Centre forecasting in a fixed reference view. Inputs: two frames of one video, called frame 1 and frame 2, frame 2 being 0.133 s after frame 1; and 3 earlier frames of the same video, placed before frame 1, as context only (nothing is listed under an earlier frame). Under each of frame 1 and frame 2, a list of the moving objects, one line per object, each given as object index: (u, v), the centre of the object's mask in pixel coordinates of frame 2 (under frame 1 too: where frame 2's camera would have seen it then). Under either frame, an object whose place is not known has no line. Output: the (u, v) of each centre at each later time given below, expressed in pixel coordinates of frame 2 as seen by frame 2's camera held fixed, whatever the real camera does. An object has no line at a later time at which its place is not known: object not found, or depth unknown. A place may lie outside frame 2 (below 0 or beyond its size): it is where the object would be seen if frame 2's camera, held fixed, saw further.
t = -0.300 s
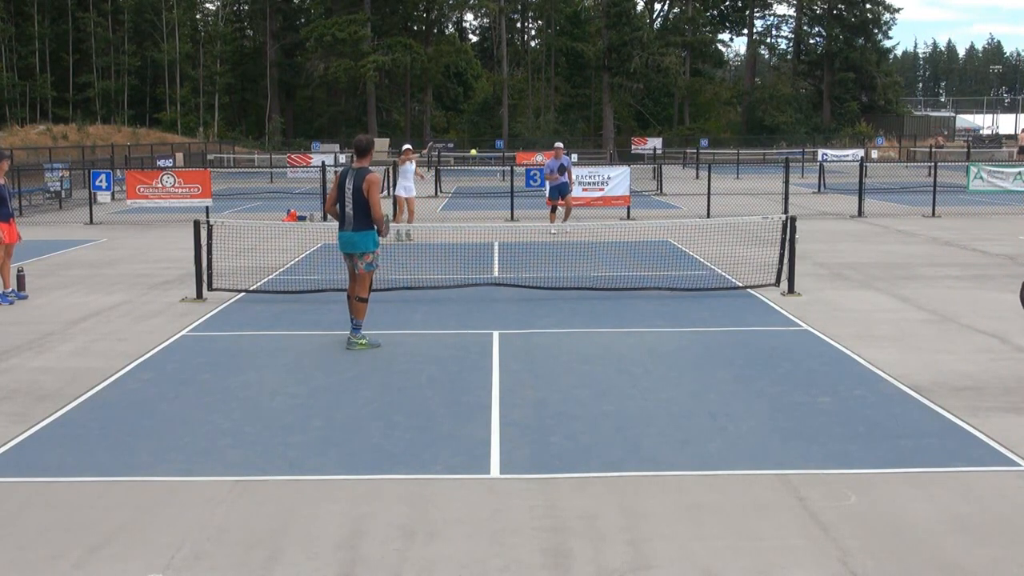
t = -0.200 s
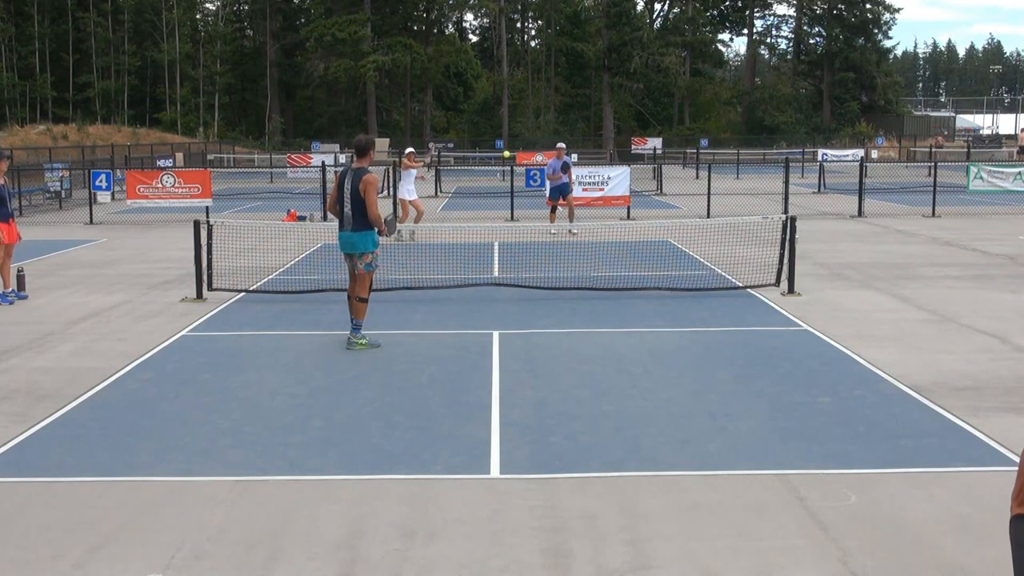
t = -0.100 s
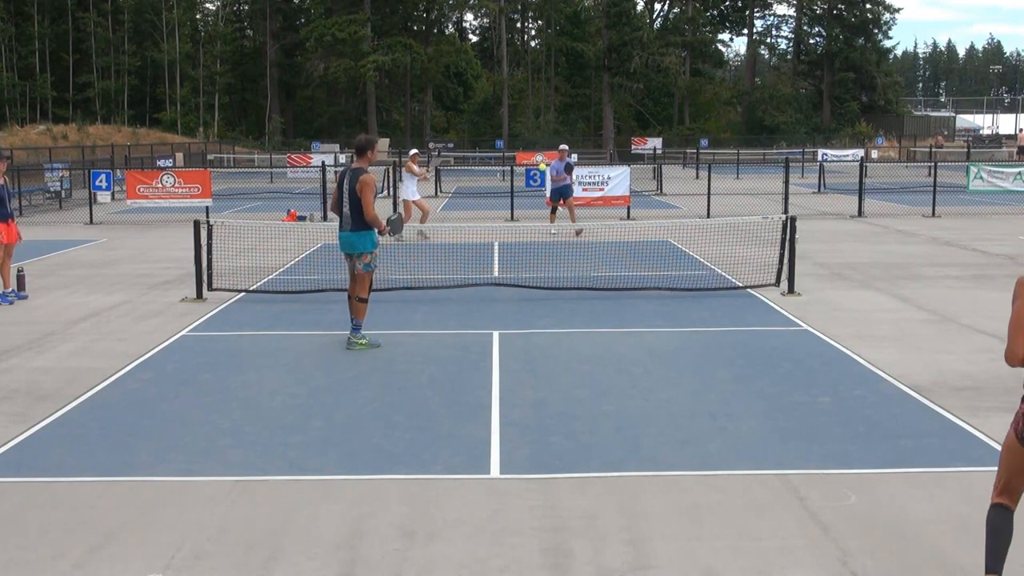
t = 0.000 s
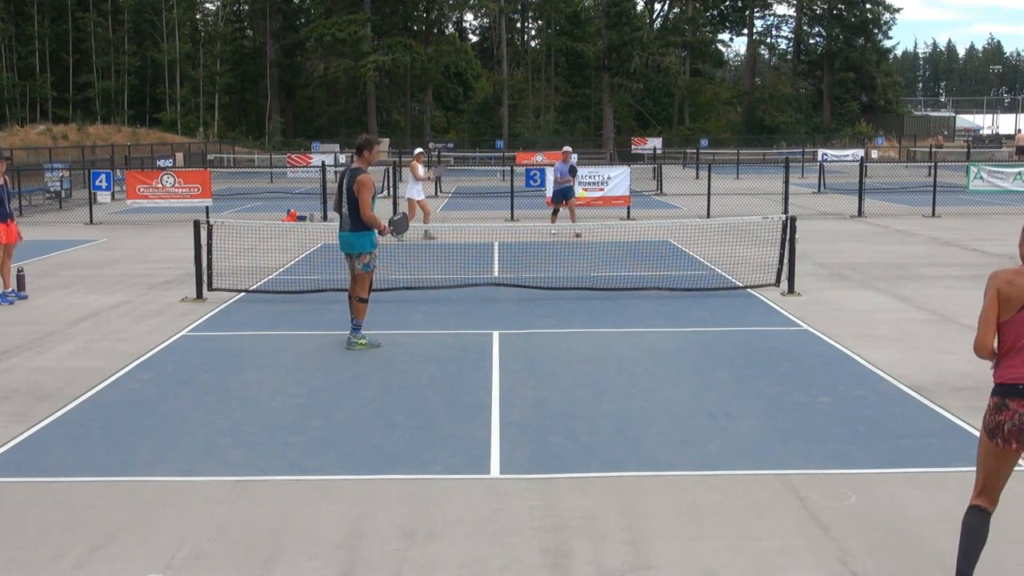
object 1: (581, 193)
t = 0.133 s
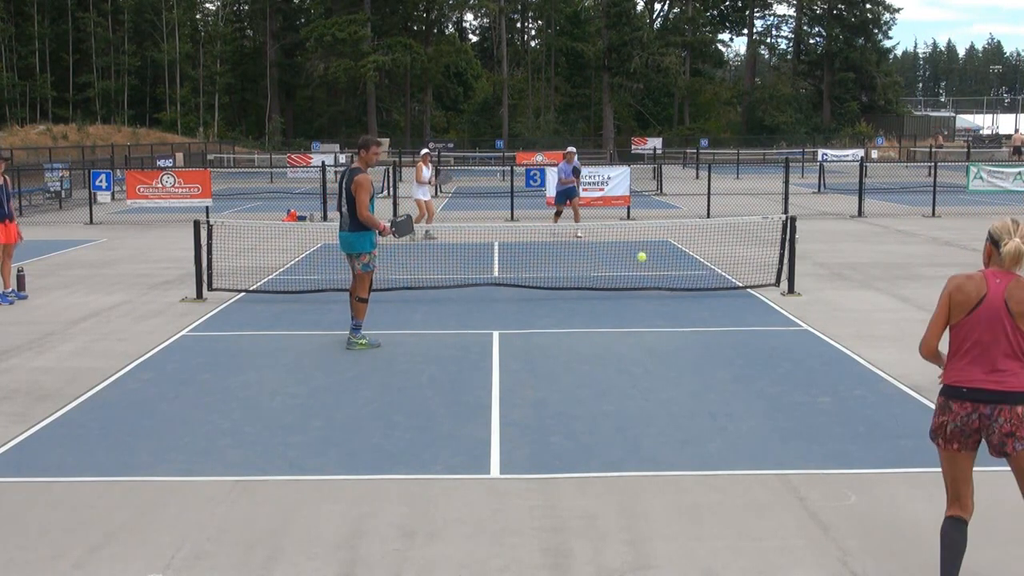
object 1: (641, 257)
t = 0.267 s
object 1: (710, 361)
